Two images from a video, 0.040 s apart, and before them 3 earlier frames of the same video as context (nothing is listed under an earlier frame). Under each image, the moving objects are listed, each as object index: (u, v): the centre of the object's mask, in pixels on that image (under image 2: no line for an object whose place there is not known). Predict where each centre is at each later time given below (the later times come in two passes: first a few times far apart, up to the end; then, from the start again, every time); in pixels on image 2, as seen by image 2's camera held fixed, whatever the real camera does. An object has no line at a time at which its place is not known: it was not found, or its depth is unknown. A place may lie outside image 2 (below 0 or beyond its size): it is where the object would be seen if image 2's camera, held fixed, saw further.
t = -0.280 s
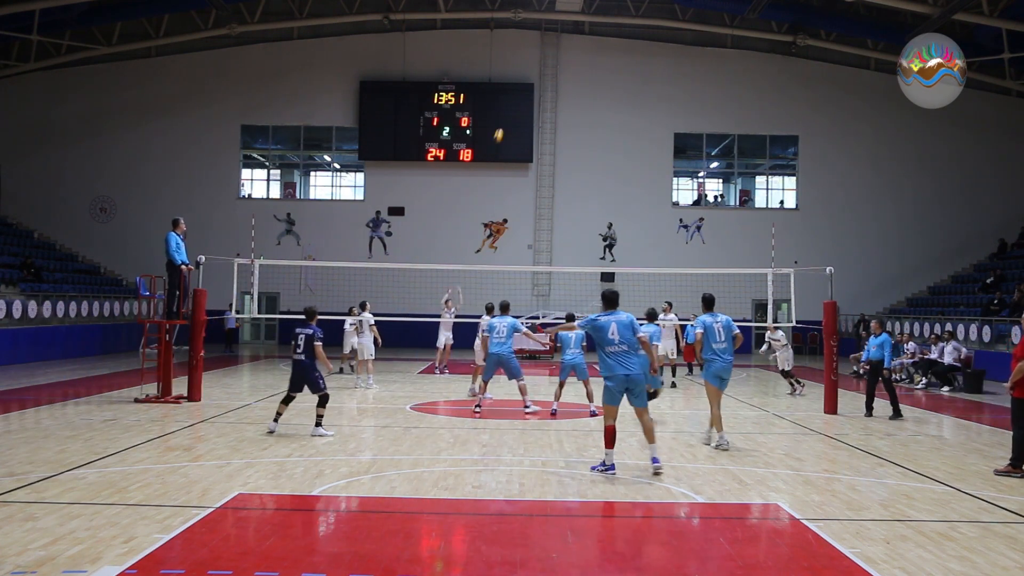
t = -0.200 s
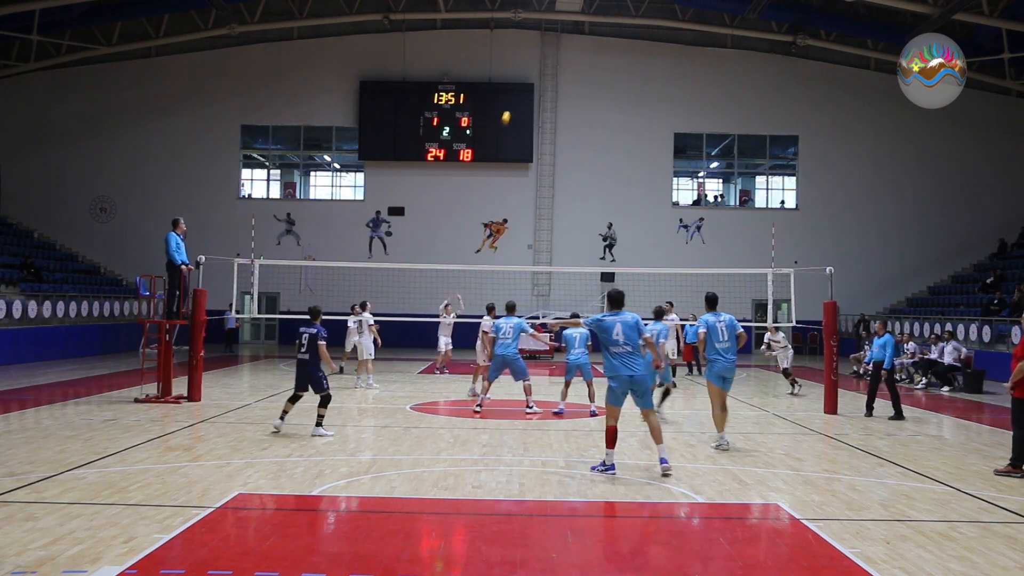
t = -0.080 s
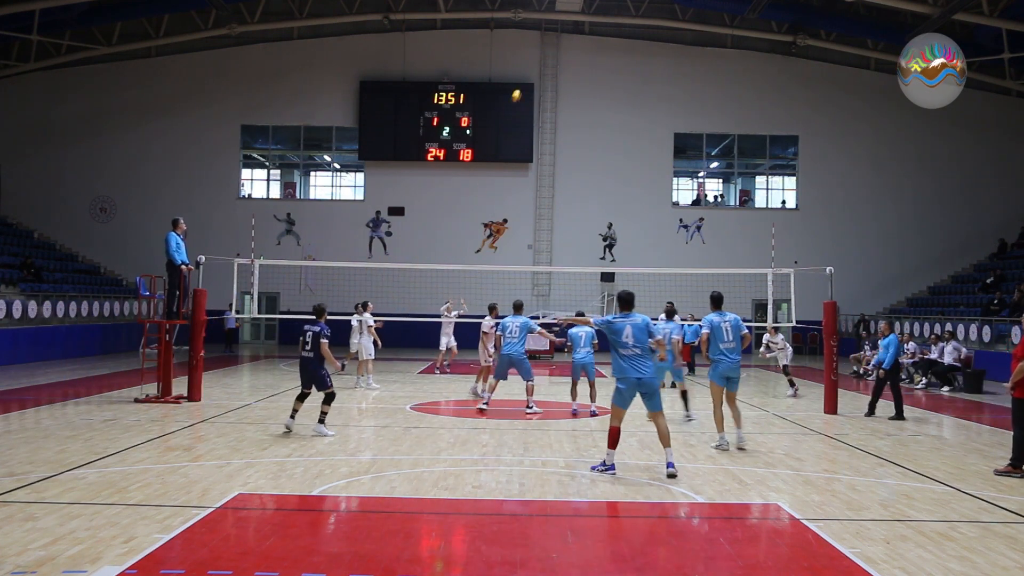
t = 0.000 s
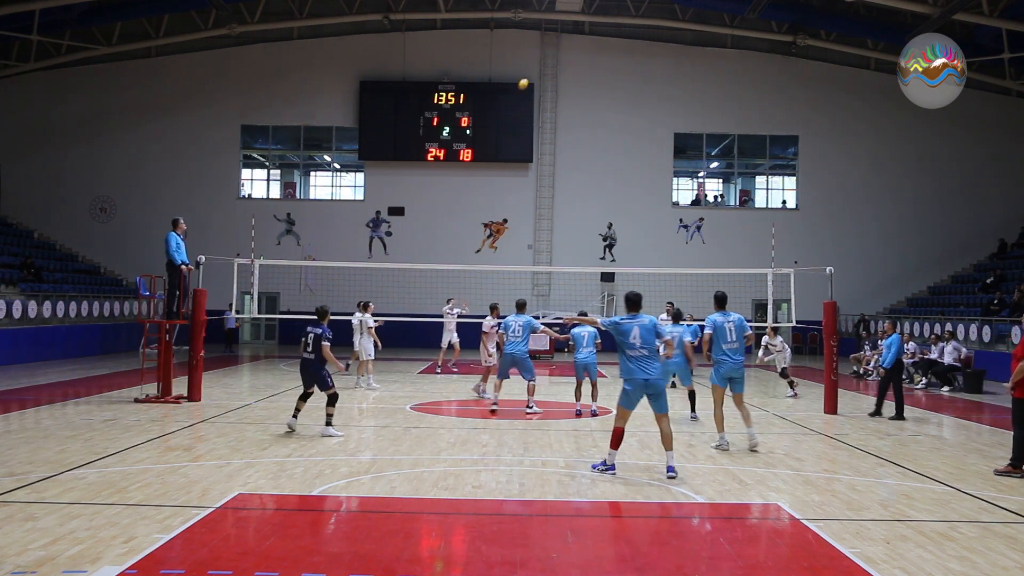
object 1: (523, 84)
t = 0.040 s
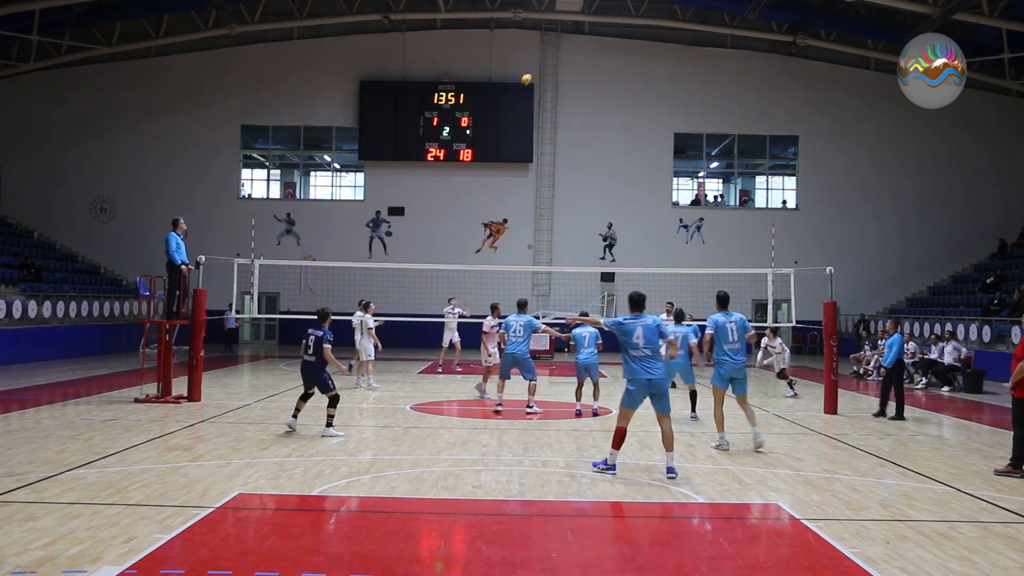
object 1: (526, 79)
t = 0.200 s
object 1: (540, 66)
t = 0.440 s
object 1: (561, 66)
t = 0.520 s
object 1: (568, 71)
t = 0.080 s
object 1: (530, 75)
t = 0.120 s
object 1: (533, 71)
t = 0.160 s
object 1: (537, 68)
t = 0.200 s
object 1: (540, 66)
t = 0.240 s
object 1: (543, 64)
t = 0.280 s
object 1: (547, 63)
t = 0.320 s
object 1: (550, 62)
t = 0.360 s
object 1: (553, 63)
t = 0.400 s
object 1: (557, 64)
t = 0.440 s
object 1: (561, 66)
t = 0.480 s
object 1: (564, 68)
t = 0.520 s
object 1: (568, 71)
